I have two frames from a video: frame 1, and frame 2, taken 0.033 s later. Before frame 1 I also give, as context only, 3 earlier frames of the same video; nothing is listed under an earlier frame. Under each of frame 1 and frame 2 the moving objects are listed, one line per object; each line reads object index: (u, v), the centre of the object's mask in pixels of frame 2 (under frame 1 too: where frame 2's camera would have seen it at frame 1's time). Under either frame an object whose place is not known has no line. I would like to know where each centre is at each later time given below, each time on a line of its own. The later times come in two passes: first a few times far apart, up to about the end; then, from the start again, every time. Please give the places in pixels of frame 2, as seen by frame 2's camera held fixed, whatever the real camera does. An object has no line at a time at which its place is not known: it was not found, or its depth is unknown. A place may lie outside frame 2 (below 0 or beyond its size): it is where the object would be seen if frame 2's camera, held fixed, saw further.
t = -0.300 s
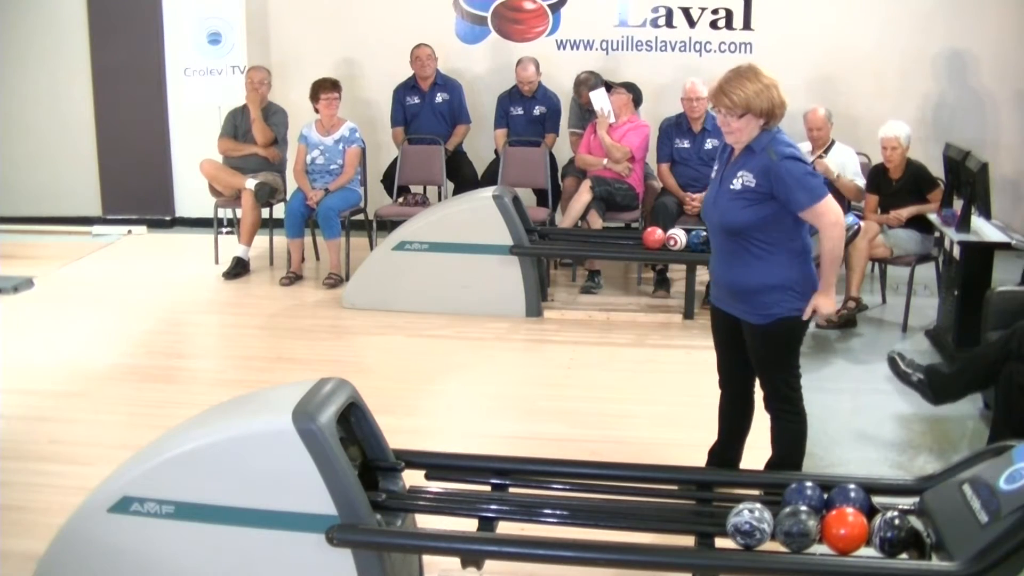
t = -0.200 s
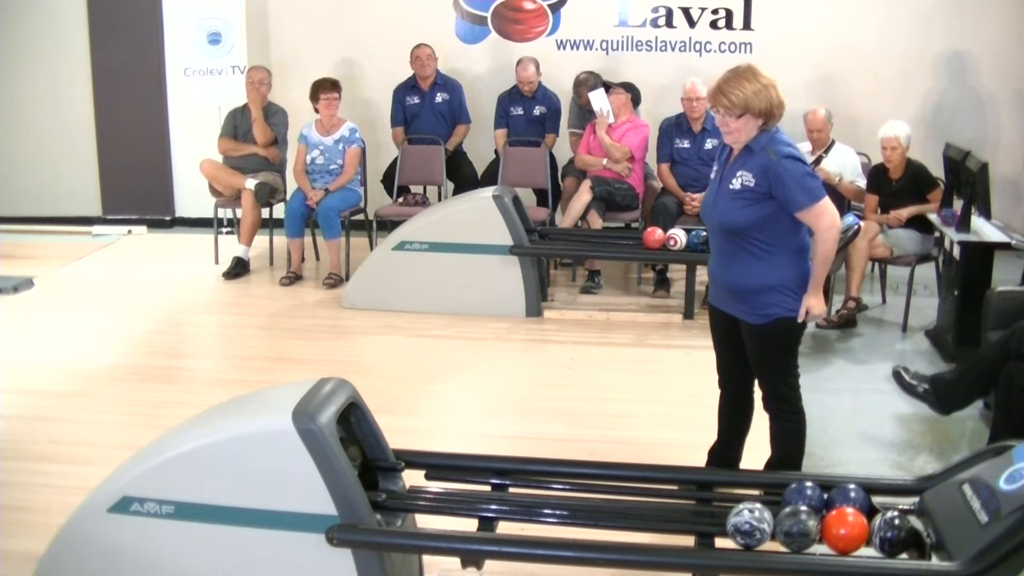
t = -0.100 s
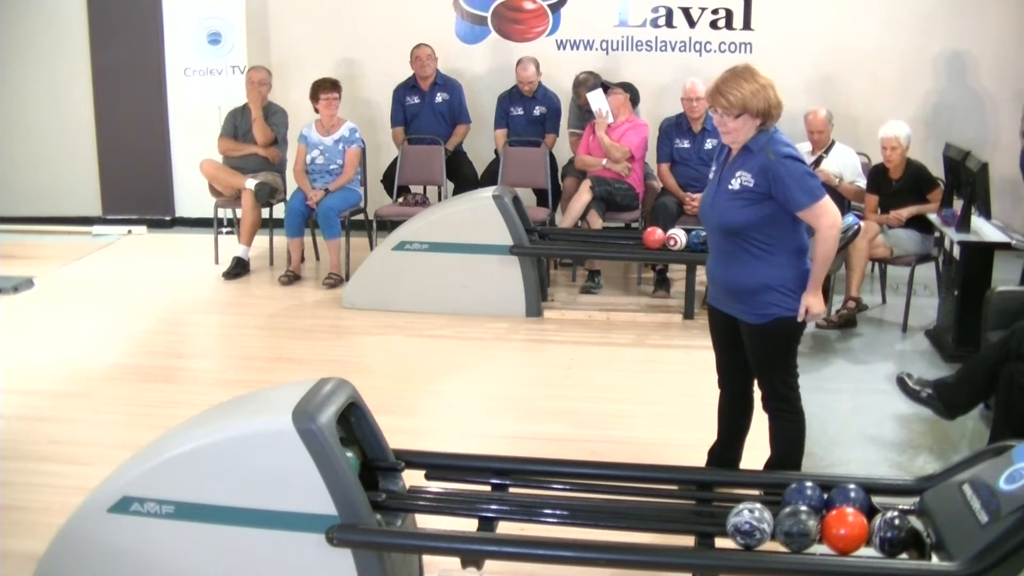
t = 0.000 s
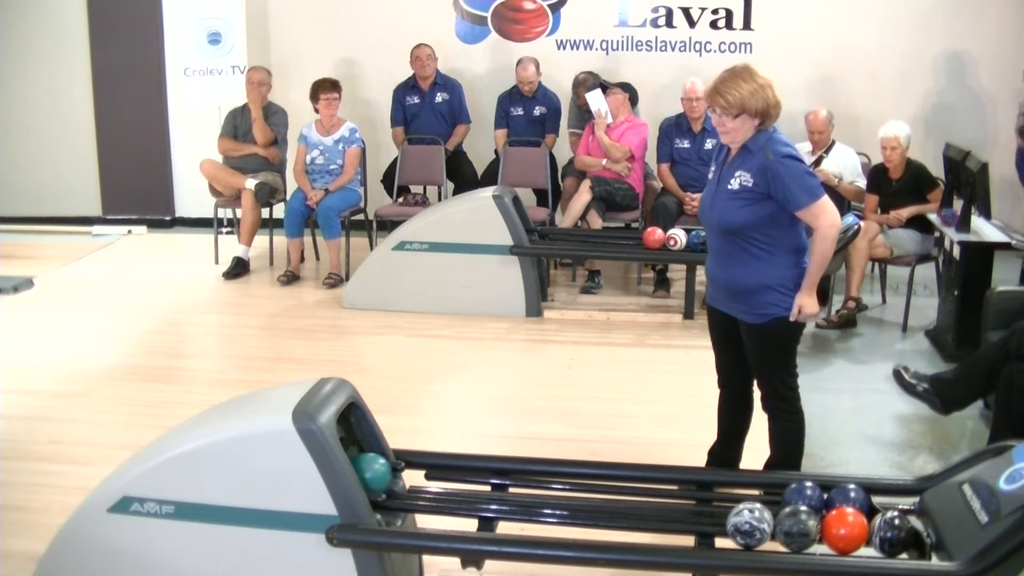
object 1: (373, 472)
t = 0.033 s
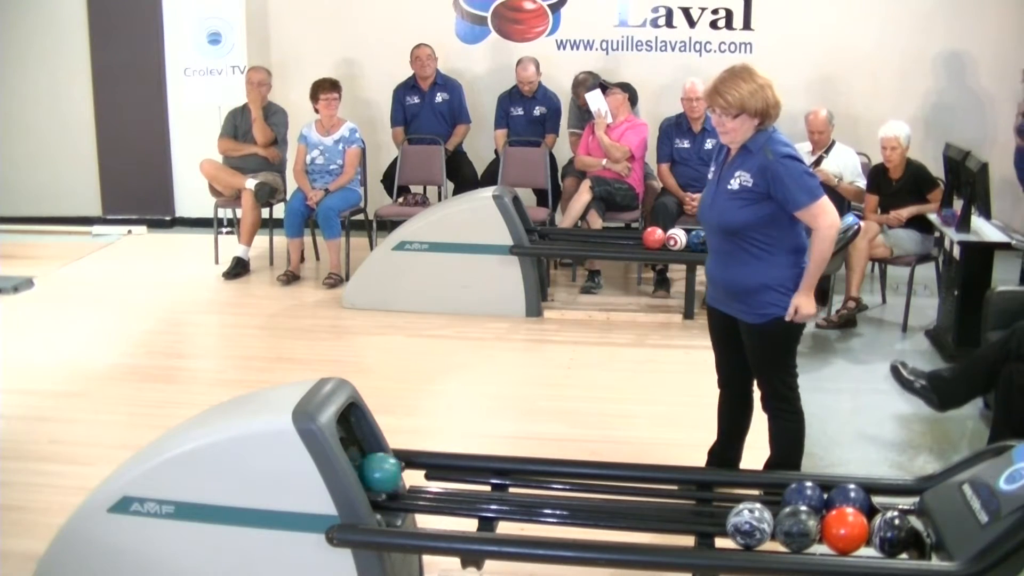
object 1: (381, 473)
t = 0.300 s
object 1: (455, 482)
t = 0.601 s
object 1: (526, 488)
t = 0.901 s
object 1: (581, 492)
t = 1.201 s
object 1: (636, 497)
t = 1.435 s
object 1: (683, 500)
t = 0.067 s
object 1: (389, 474)
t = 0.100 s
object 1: (399, 476)
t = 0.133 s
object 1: (408, 478)
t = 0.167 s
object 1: (418, 479)
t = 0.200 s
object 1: (428, 480)
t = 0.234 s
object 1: (437, 481)
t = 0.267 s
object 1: (446, 481)
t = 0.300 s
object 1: (455, 482)
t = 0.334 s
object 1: (464, 483)
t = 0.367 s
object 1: (473, 484)
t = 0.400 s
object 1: (481, 484)
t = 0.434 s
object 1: (489, 484)
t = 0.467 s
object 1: (497, 485)
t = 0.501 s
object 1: (505, 486)
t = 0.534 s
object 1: (512, 487)
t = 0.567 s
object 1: (519, 487)
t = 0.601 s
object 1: (526, 488)
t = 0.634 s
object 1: (533, 489)
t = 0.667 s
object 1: (539, 489)
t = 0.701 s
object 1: (546, 490)
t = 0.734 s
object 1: (552, 490)
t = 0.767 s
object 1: (558, 491)
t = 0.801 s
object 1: (563, 491)
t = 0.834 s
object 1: (569, 491)
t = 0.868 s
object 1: (575, 492)
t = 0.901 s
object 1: (581, 492)
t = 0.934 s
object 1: (587, 493)
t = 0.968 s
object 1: (593, 493)
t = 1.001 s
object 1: (599, 494)
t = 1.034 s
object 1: (605, 494)
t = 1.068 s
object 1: (611, 495)
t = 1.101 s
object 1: (617, 495)
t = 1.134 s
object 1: (623, 496)
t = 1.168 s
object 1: (630, 496)
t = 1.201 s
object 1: (636, 497)
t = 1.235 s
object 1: (643, 497)
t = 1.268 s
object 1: (649, 498)
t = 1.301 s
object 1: (656, 498)
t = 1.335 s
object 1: (663, 499)
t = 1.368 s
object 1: (670, 499)
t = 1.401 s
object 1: (677, 500)
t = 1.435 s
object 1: (683, 500)
